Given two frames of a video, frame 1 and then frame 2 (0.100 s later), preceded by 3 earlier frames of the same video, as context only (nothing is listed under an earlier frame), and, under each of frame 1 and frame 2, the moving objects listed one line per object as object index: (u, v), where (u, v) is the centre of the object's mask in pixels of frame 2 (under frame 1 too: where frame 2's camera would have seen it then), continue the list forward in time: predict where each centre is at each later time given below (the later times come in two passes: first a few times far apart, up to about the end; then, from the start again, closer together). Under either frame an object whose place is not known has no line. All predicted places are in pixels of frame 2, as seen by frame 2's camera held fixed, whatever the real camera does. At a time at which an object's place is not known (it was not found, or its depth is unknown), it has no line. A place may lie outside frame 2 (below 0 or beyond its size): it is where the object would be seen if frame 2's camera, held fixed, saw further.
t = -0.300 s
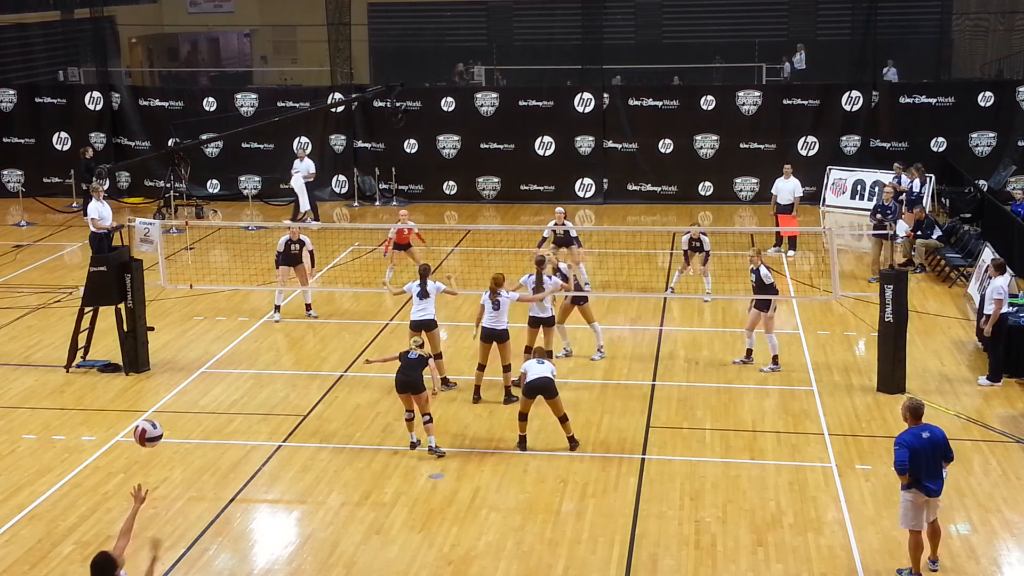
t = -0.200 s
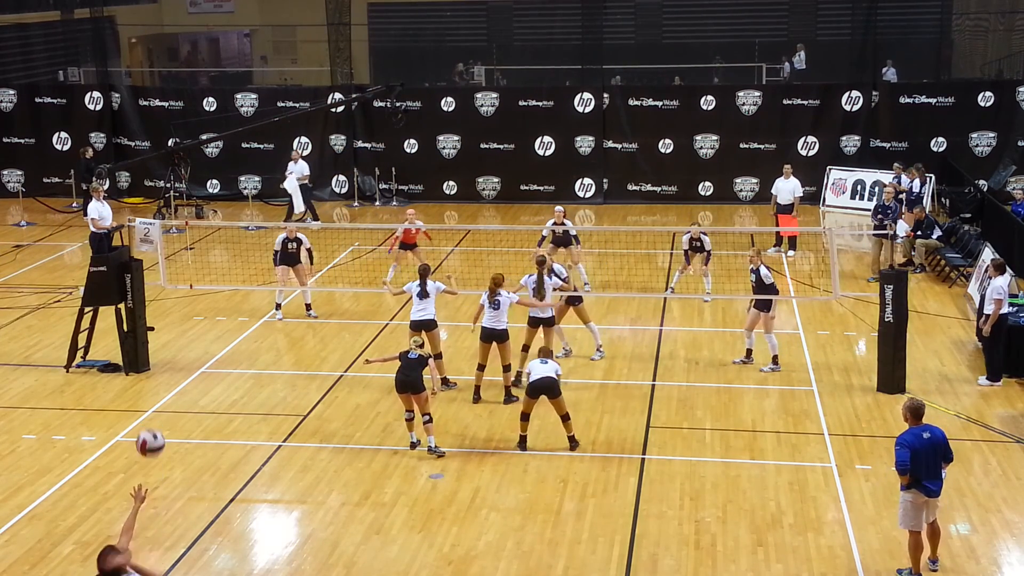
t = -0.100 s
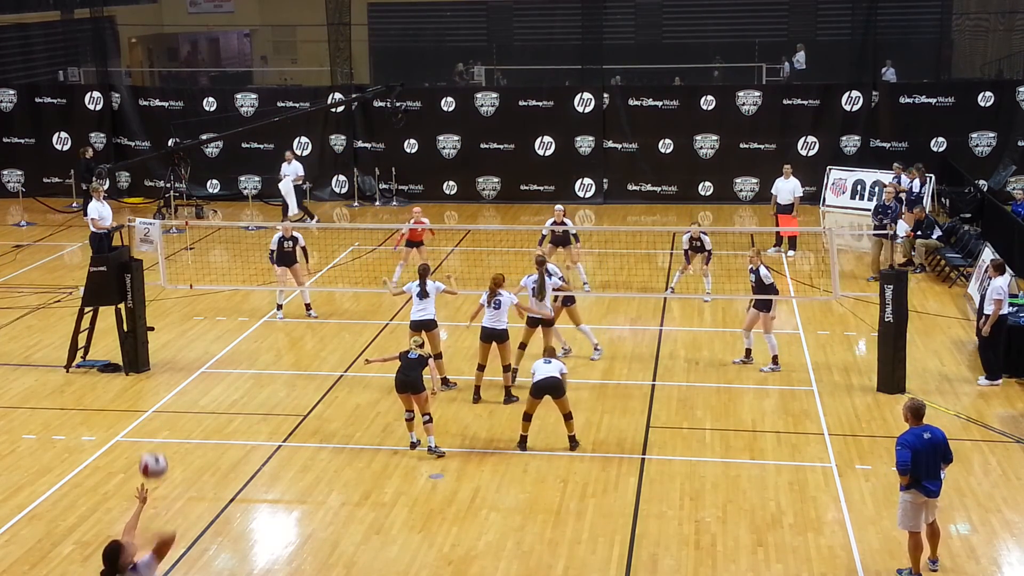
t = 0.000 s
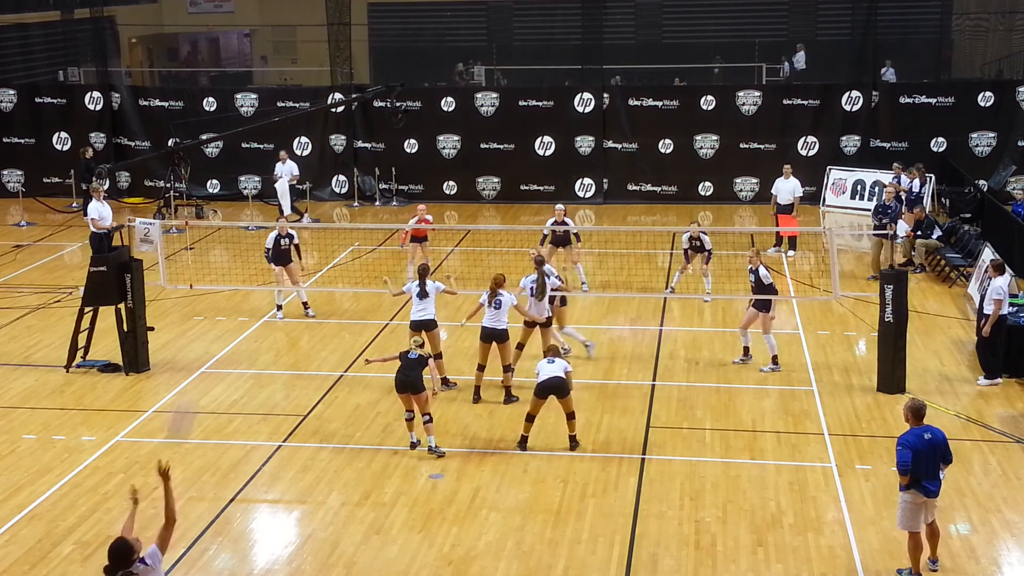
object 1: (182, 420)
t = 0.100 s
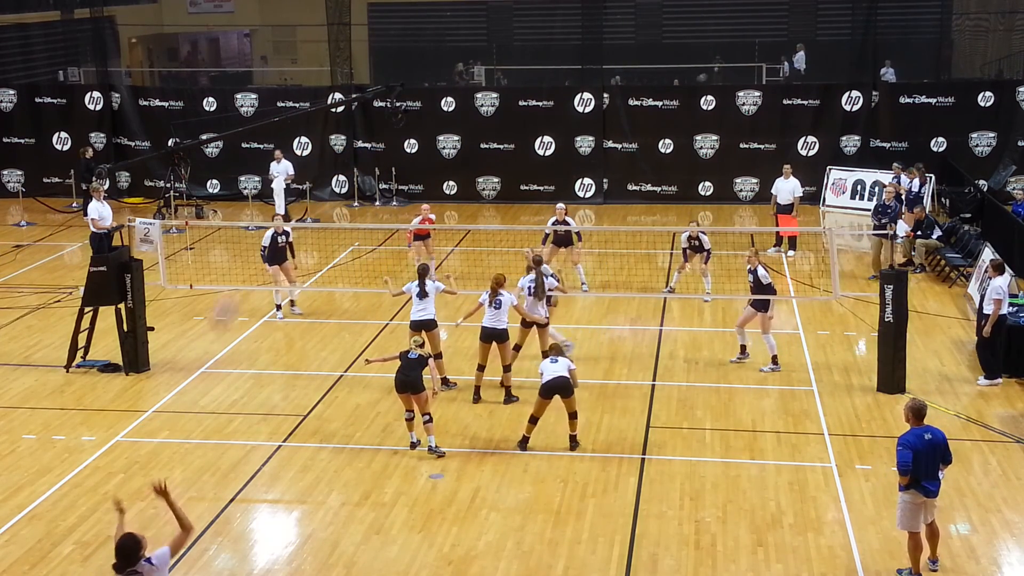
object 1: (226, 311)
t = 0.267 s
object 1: (293, 177)
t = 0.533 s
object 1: (371, 72)
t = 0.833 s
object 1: (439, 50)
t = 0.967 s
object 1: (463, 65)
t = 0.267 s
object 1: (293, 177)
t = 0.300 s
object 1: (300, 164)
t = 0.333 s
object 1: (315, 142)
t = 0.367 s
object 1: (324, 127)
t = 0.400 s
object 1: (334, 114)
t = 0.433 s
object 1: (345, 100)
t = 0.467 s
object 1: (354, 89)
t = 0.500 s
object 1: (363, 80)
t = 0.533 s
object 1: (371, 72)
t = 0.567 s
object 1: (380, 65)
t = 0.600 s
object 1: (388, 59)
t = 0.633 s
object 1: (396, 55)
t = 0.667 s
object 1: (404, 51)
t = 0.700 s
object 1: (411, 49)
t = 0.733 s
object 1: (419, 48)
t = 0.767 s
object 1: (426, 47)
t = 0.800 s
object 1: (433, 48)
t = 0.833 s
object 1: (439, 50)
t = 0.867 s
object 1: (446, 52)
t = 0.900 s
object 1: (452, 56)
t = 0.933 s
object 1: (458, 60)
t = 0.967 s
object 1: (463, 65)
